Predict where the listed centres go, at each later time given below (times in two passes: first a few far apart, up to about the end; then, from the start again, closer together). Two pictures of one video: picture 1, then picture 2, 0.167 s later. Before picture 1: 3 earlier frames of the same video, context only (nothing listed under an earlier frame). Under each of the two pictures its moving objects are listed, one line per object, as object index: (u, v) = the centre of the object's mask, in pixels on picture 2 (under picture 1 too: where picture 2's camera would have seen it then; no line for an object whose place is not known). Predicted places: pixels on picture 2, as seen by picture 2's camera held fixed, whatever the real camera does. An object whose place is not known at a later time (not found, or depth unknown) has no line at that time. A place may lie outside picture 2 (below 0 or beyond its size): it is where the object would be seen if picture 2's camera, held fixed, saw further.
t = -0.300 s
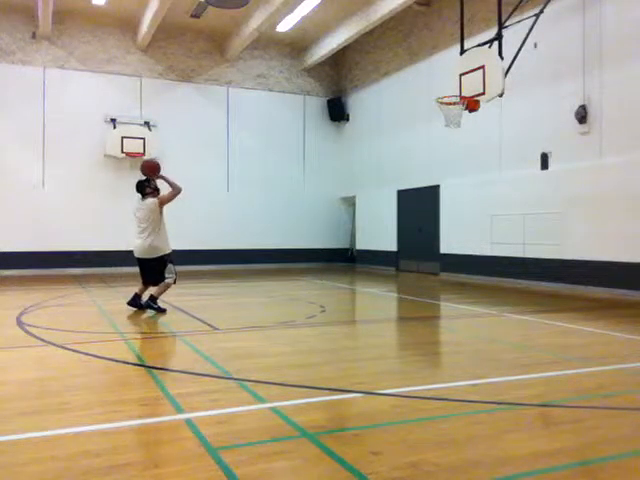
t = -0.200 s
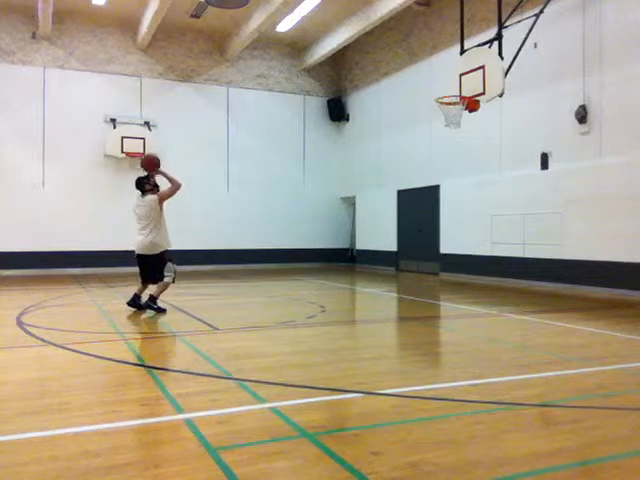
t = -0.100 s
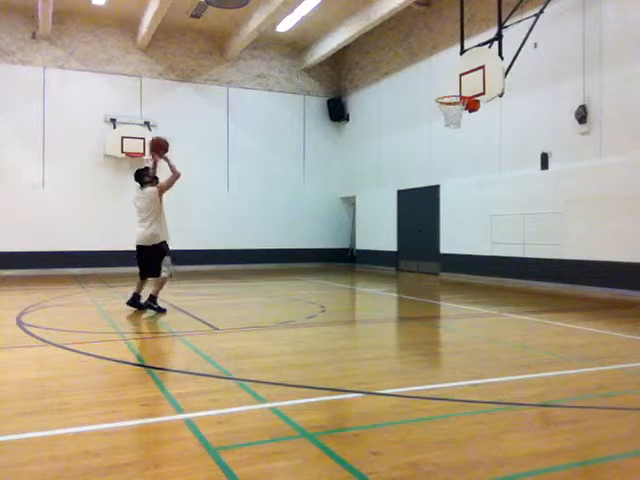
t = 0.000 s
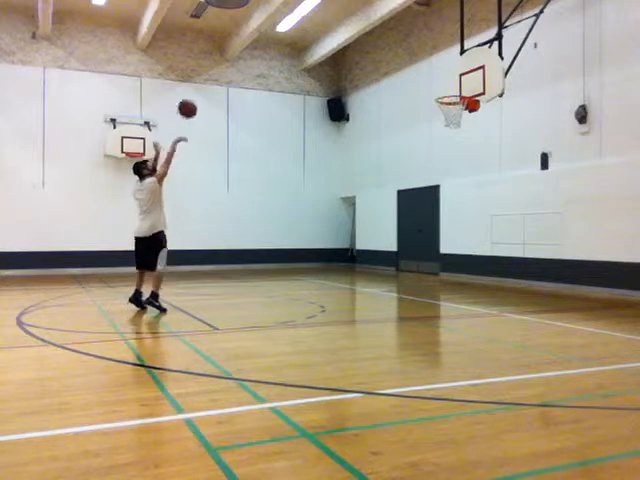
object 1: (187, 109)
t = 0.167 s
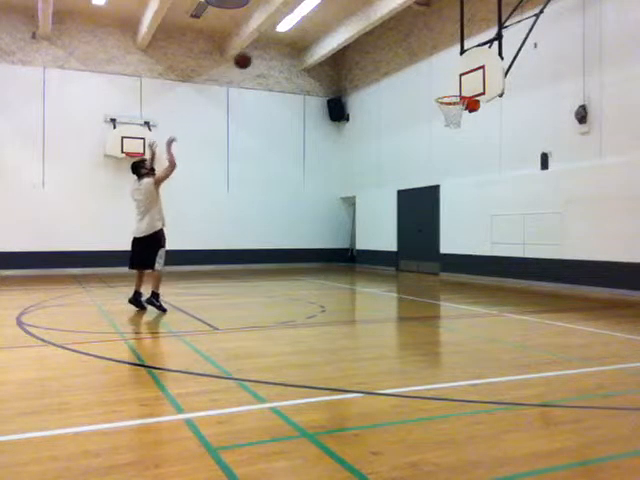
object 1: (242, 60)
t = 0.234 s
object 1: (263, 47)
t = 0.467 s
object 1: (331, 26)
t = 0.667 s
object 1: (384, 41)
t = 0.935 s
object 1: (449, 96)
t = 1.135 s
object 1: (458, 116)
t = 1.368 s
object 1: (446, 133)
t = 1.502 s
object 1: (440, 157)
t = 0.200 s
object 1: (253, 54)
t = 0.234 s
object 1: (263, 47)
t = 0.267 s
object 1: (273, 41)
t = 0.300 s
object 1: (283, 38)
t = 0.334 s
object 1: (293, 34)
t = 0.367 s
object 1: (303, 31)
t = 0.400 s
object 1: (311, 29)
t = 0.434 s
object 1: (322, 27)
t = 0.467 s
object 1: (331, 26)
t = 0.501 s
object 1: (340, 27)
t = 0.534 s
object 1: (350, 28)
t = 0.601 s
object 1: (367, 33)
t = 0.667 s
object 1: (384, 41)
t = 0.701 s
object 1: (393, 46)
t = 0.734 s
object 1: (401, 52)
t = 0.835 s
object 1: (426, 71)
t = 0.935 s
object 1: (449, 96)
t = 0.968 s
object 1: (457, 106)
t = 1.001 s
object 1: (462, 111)
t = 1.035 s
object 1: (462, 113)
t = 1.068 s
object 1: (461, 114)
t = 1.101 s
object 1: (460, 115)
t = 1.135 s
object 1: (458, 116)
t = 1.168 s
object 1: (457, 118)
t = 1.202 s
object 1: (455, 121)
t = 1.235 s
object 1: (453, 123)
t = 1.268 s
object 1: (451, 125)
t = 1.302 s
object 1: (450, 128)
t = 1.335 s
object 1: (448, 130)
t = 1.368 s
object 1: (446, 133)
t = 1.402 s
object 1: (445, 139)
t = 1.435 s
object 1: (443, 144)
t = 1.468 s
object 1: (441, 150)
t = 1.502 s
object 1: (440, 157)
